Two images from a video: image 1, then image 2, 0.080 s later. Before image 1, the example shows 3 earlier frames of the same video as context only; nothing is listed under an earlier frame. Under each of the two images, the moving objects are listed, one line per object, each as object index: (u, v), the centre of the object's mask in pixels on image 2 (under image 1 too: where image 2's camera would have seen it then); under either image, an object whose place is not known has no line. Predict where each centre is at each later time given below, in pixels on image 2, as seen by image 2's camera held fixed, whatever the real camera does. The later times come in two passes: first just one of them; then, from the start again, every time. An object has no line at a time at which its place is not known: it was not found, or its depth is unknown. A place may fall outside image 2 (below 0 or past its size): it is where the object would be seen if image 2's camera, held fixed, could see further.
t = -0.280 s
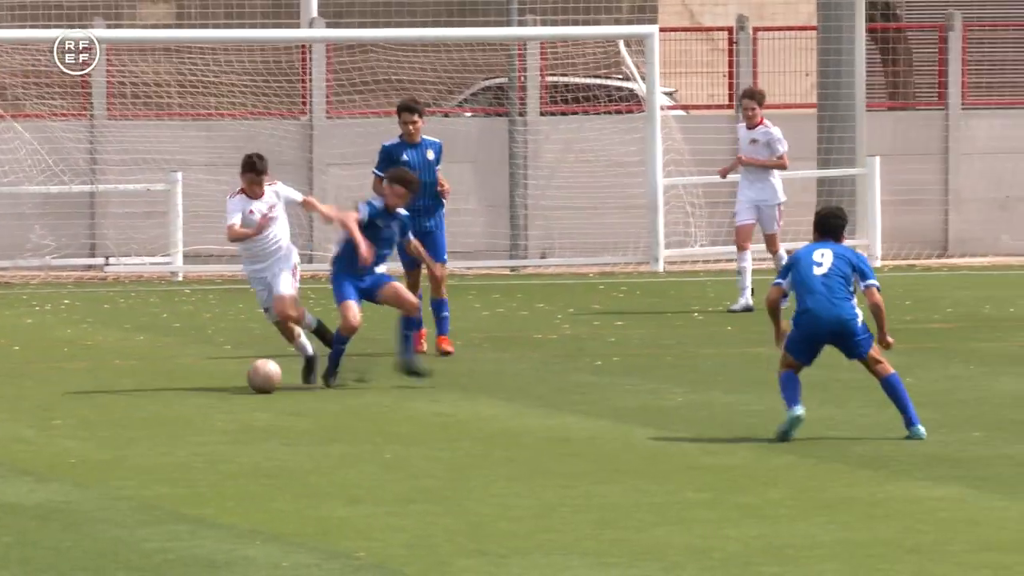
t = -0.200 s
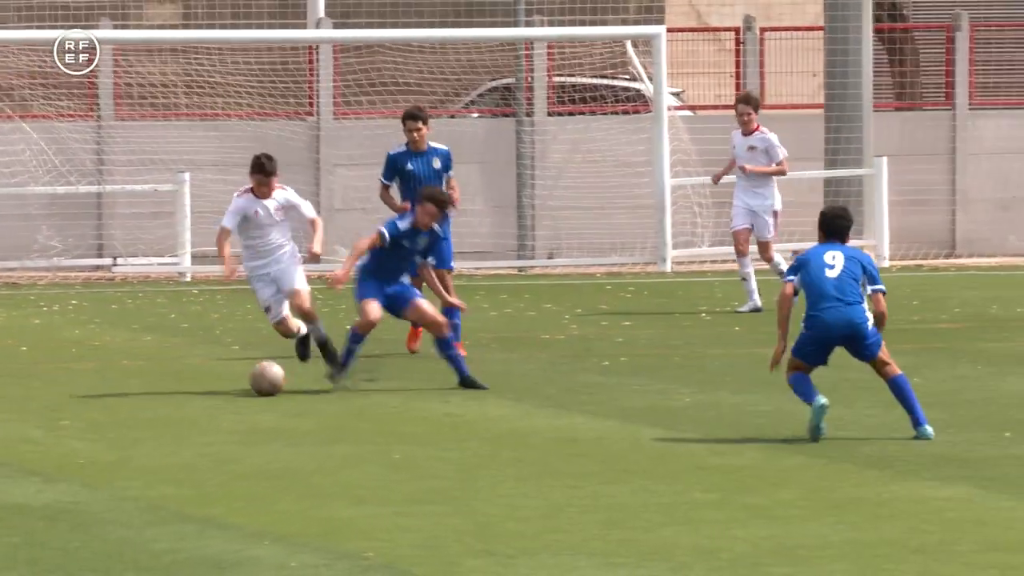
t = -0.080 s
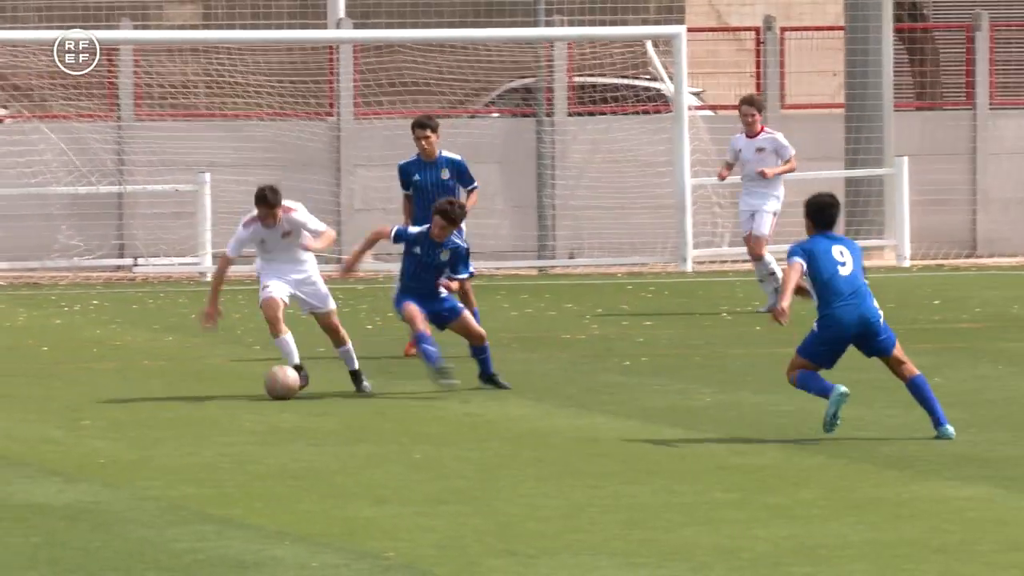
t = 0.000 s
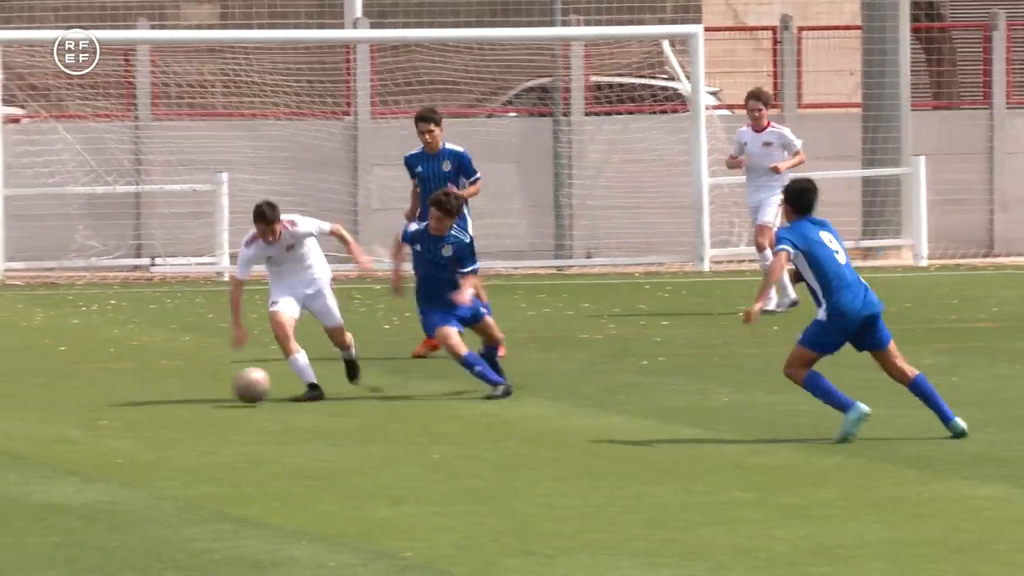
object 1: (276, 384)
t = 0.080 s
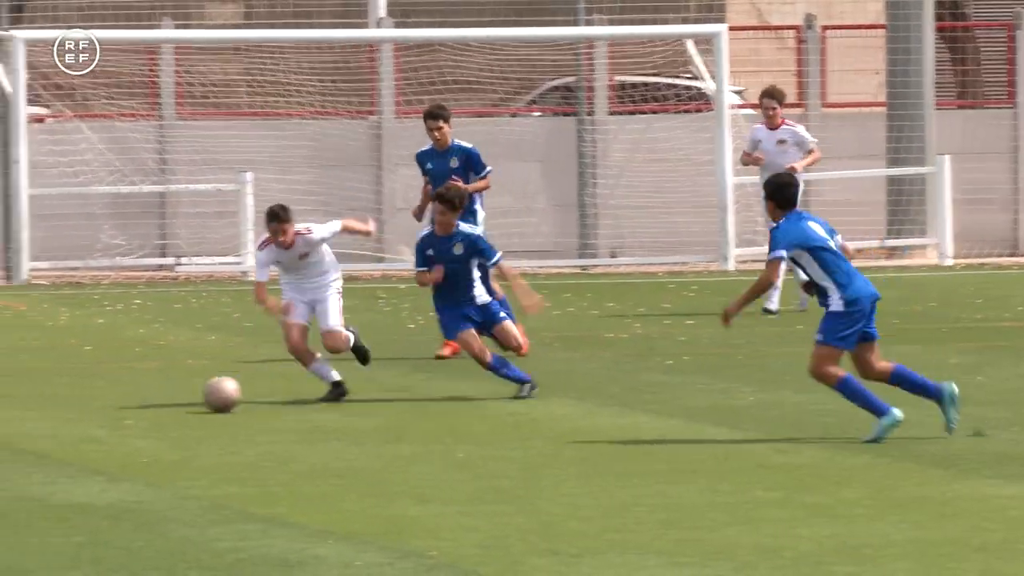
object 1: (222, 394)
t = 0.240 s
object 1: (119, 406)
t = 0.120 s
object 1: (196, 396)
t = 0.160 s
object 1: (171, 397)
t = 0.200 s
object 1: (146, 401)
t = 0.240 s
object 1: (119, 406)
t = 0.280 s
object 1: (97, 406)
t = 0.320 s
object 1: (74, 407)
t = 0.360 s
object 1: (51, 412)
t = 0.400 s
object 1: (29, 419)
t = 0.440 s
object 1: (11, 417)
